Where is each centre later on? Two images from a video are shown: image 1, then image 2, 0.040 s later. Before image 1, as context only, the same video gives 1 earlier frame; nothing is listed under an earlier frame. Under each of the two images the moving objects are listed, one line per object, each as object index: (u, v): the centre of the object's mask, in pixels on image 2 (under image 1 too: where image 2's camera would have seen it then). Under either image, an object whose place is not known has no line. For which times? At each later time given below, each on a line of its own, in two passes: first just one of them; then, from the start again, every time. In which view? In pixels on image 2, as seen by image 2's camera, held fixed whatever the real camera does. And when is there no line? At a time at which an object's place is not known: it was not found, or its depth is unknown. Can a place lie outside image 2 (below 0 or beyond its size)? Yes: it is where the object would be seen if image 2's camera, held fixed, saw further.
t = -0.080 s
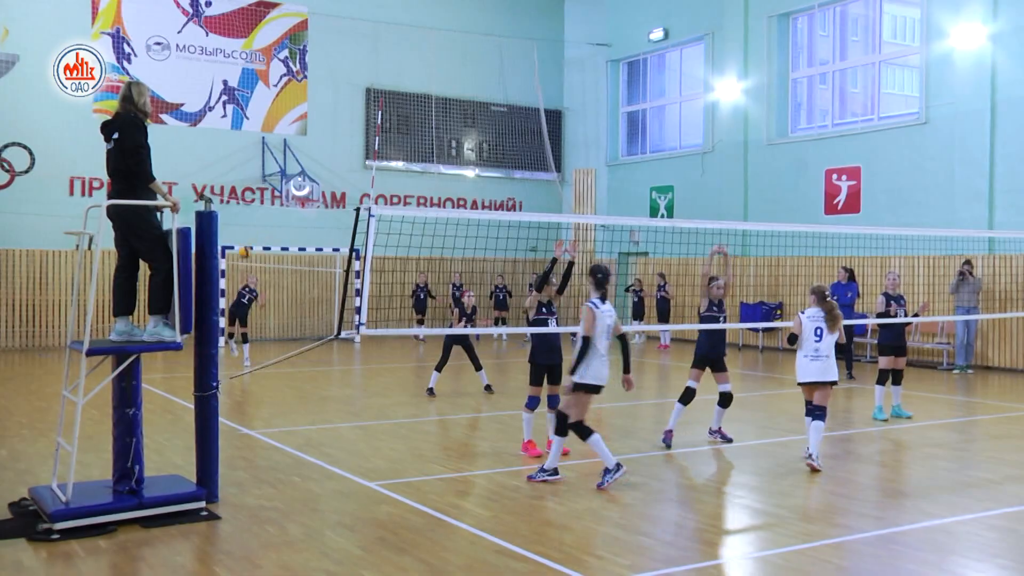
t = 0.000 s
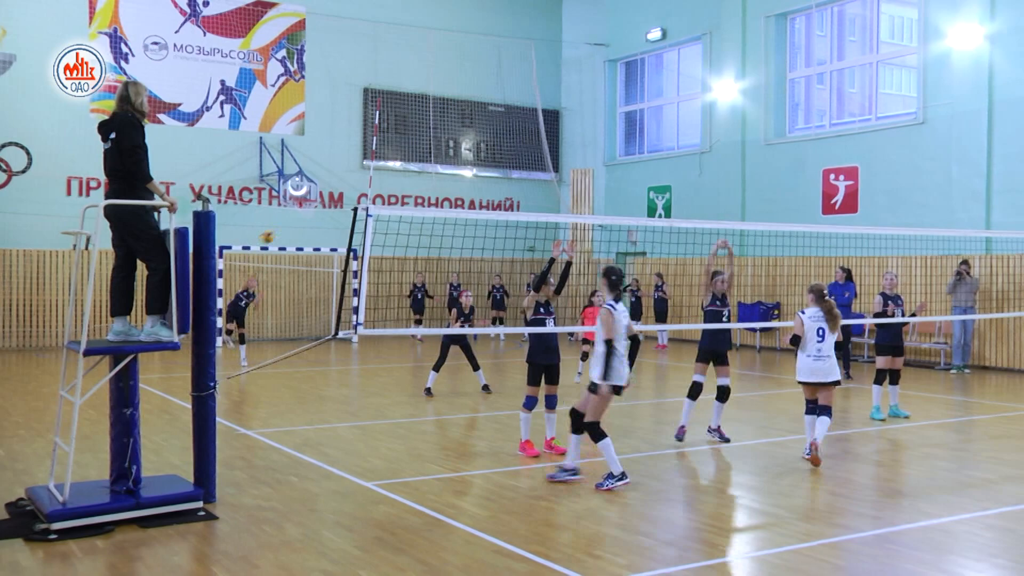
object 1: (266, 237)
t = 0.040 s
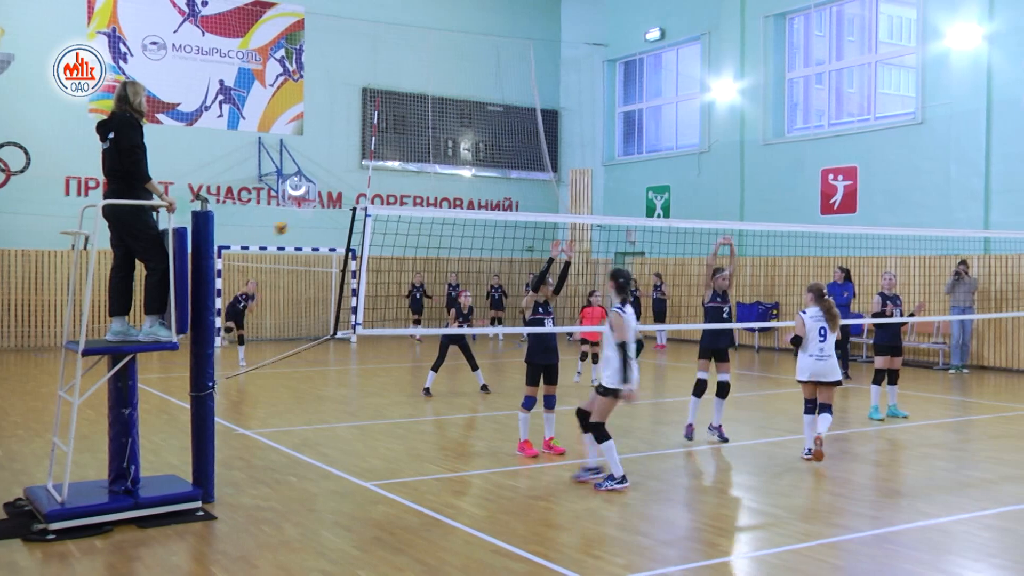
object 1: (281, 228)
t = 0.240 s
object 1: (372, 191)
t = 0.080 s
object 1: (296, 219)
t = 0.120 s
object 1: (313, 212)
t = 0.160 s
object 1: (331, 204)
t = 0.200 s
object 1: (351, 197)
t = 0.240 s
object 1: (372, 191)
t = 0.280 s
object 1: (392, 187)
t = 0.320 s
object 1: (415, 181)
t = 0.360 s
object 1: (439, 177)
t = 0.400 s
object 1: (465, 174)
